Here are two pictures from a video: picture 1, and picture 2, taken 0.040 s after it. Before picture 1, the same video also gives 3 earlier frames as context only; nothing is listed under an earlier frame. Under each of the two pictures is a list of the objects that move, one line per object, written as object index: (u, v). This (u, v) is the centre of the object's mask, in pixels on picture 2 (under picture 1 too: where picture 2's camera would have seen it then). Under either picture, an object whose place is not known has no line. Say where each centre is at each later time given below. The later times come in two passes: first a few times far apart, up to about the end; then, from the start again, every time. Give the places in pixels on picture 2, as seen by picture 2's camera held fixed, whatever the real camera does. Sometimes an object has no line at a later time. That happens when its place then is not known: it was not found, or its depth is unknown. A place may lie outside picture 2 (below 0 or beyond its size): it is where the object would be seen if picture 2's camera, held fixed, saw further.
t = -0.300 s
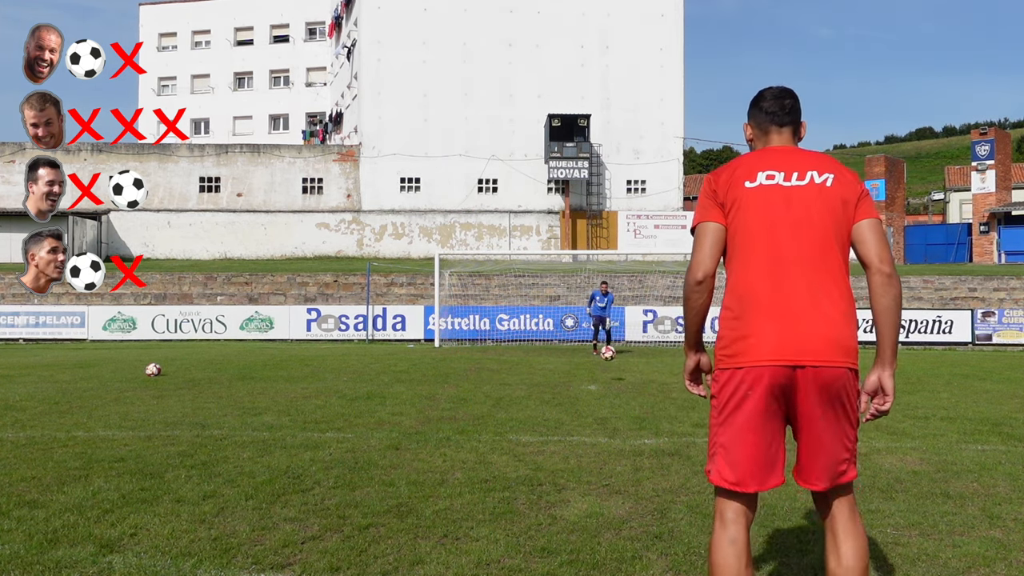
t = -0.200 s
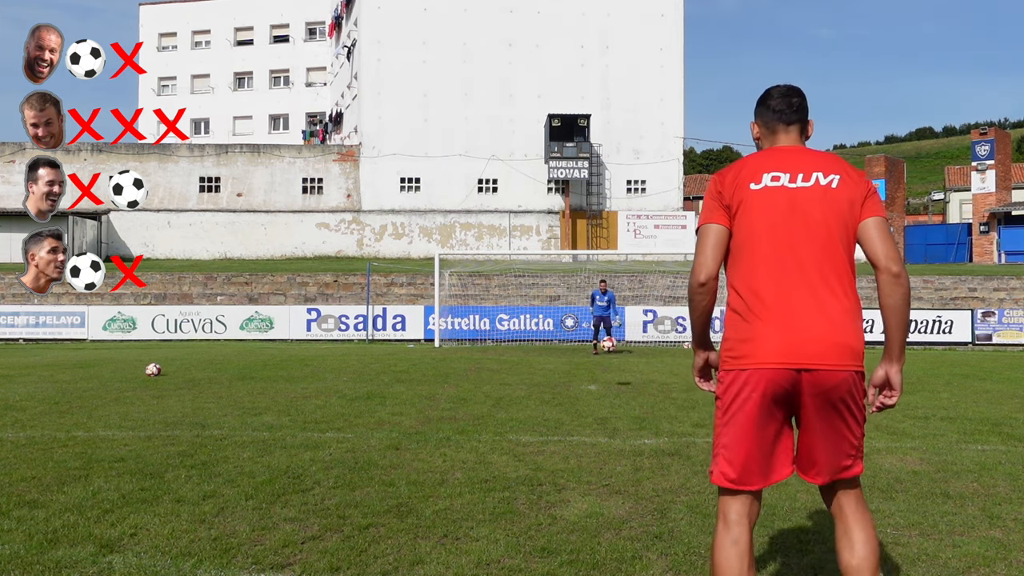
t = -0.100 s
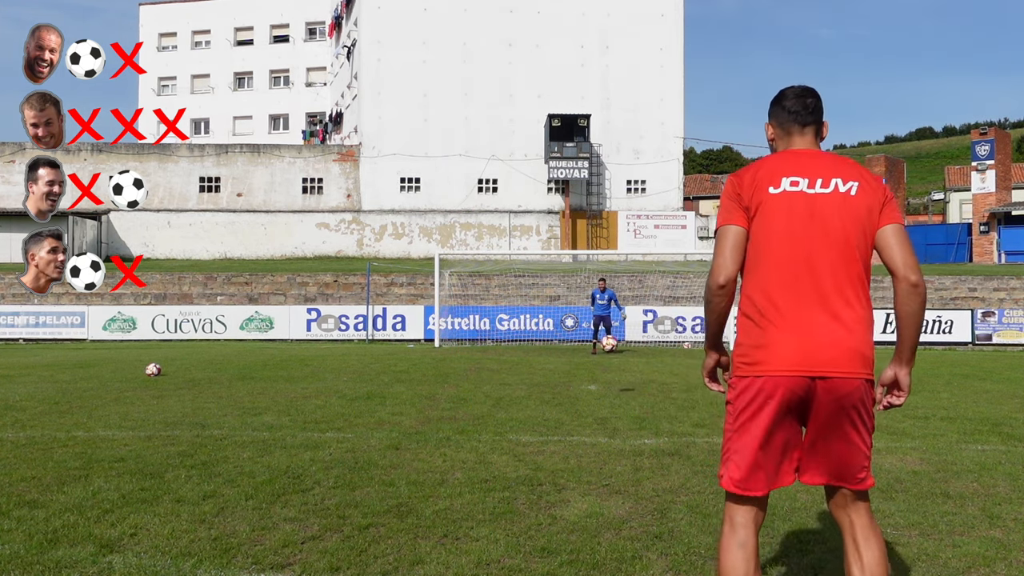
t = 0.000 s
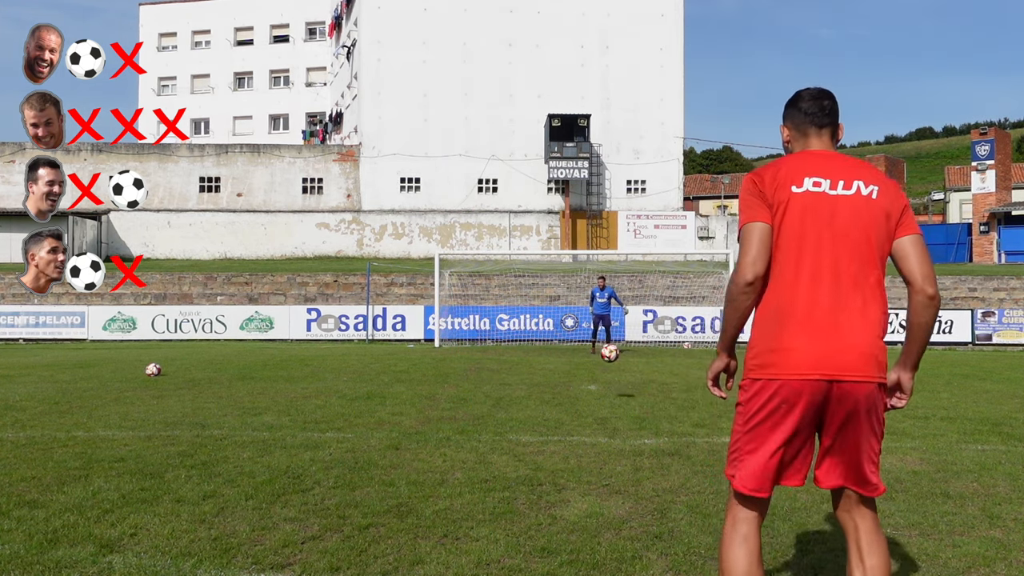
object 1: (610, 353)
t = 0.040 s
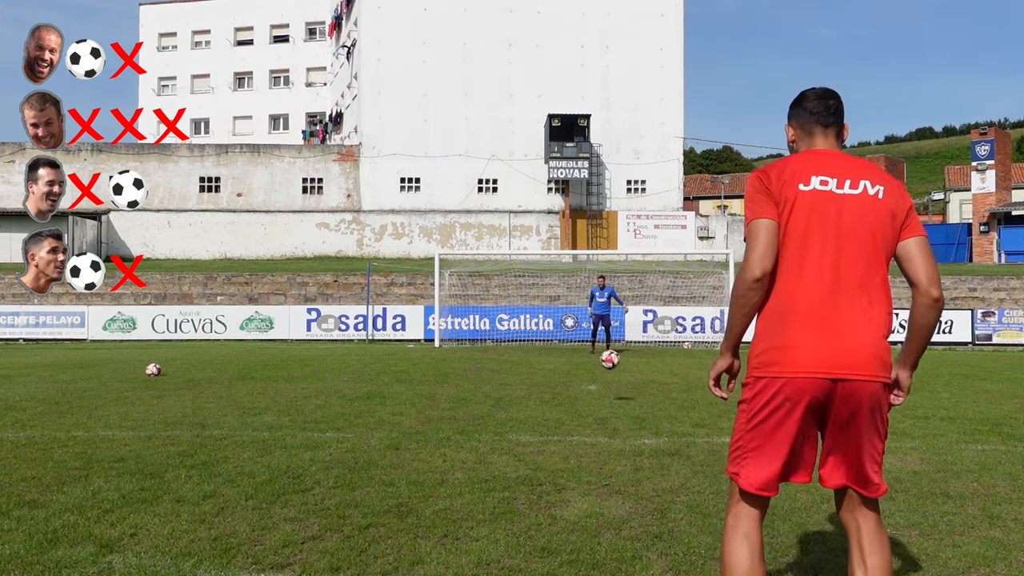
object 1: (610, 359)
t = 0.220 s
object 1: (611, 404)
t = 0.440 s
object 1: (613, 380)
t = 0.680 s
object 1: (616, 438)
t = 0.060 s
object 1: (610, 364)
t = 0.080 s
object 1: (610, 368)
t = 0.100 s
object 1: (610, 373)
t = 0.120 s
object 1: (610, 379)
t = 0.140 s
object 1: (610, 386)
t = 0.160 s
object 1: (610, 393)
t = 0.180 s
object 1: (611, 400)
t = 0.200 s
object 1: (610, 407)
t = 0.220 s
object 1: (611, 404)
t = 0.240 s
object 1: (611, 400)
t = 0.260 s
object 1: (611, 396)
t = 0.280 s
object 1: (611, 393)
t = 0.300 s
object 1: (611, 390)
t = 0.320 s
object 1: (612, 387)
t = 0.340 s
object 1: (612, 385)
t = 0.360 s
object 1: (612, 383)
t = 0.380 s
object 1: (612, 382)
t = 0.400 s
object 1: (612, 381)
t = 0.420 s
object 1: (612, 380)
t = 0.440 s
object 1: (613, 380)
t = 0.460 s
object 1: (613, 381)
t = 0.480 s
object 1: (613, 383)
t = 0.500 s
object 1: (614, 385)
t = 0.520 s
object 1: (613, 387)
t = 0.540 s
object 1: (614, 391)
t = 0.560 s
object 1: (614, 395)
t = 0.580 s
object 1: (614, 400)
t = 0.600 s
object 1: (614, 406)
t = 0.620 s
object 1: (615, 412)
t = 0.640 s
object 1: (615, 420)
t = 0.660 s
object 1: (615, 428)
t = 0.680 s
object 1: (616, 438)
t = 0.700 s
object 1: (616, 449)
